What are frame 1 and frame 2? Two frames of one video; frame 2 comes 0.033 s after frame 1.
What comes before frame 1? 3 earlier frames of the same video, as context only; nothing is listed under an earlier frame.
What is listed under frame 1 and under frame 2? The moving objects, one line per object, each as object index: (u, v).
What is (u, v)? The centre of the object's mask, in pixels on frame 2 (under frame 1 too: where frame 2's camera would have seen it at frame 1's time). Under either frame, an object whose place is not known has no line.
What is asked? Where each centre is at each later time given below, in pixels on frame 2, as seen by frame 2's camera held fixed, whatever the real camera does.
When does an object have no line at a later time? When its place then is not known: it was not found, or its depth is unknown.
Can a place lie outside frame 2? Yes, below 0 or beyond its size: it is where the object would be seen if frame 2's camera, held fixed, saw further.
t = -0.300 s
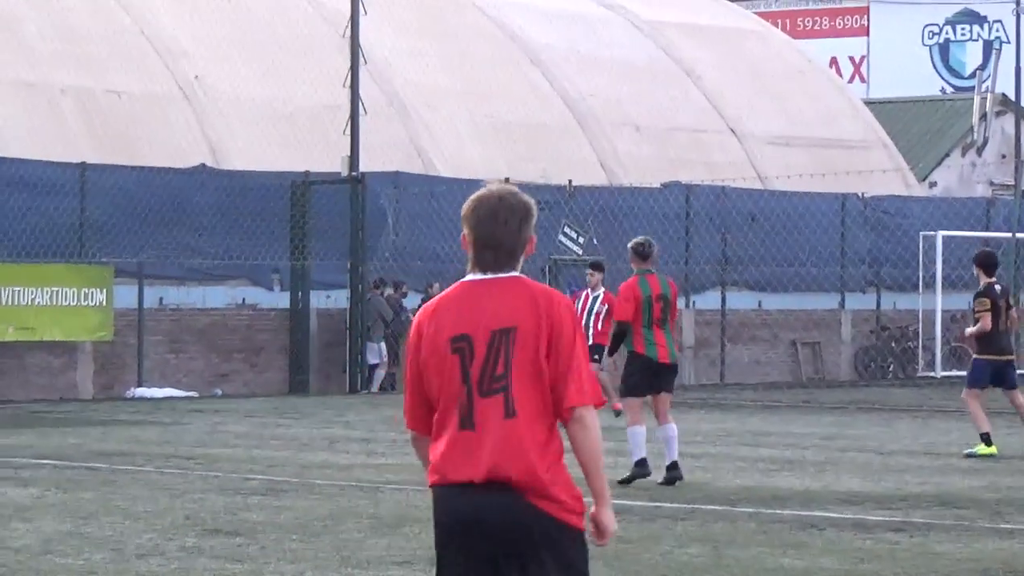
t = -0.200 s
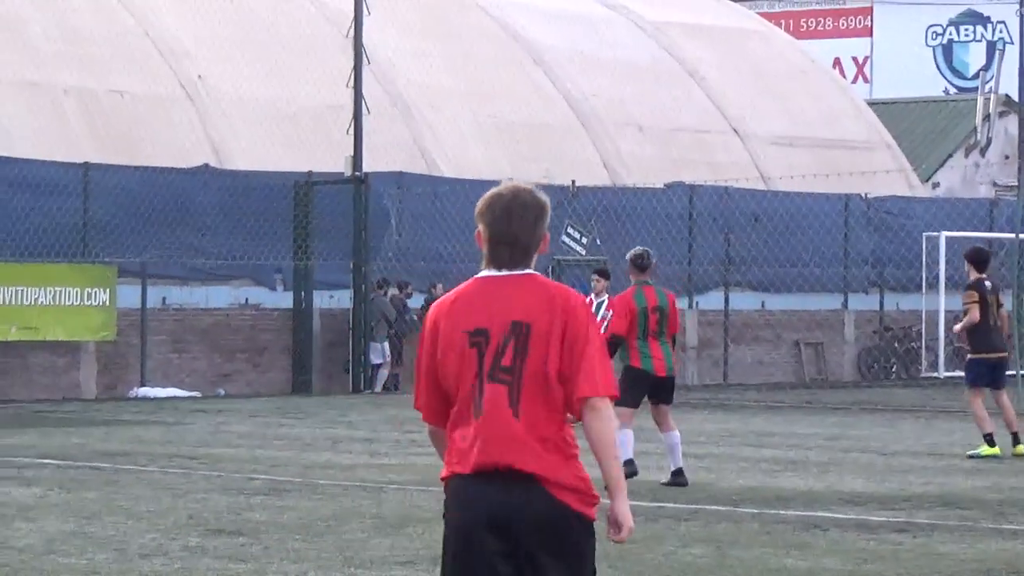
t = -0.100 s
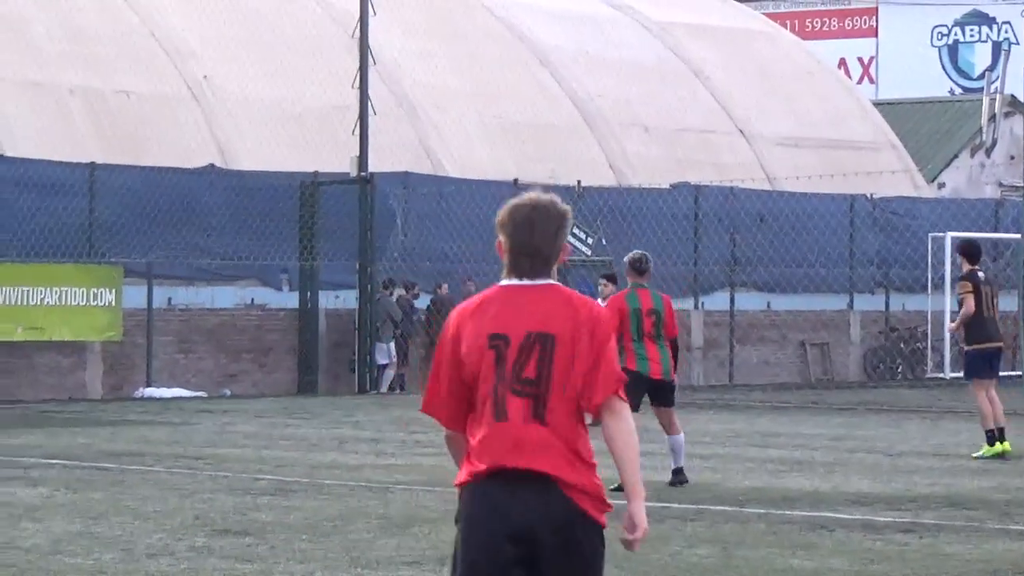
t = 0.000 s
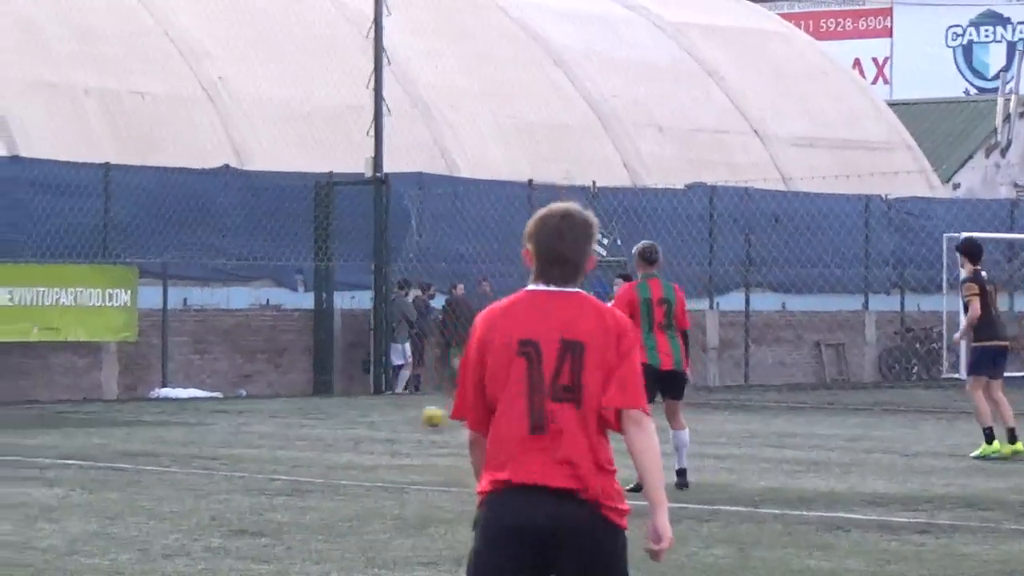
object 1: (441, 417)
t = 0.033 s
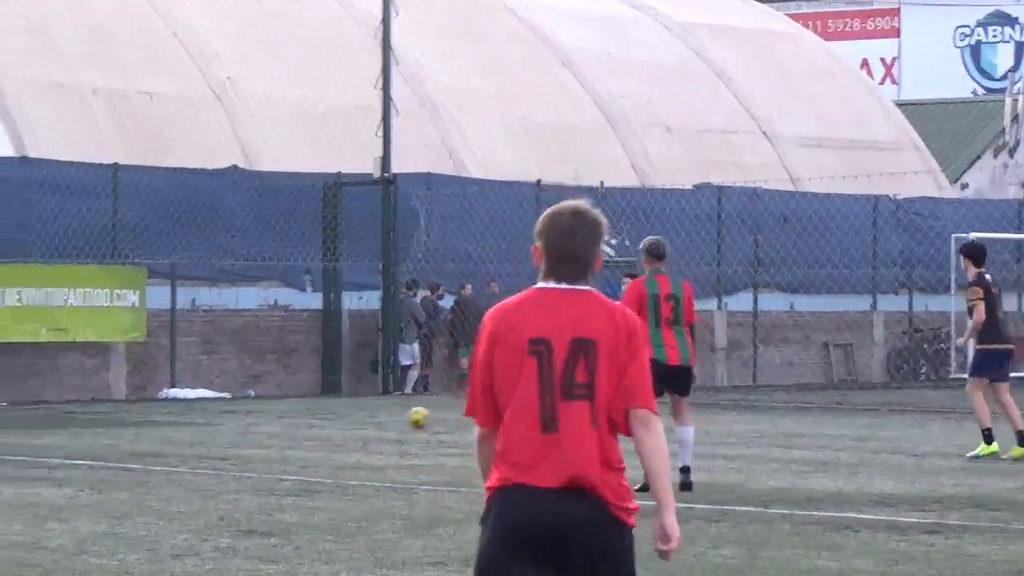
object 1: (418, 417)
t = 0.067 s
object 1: (397, 418)
